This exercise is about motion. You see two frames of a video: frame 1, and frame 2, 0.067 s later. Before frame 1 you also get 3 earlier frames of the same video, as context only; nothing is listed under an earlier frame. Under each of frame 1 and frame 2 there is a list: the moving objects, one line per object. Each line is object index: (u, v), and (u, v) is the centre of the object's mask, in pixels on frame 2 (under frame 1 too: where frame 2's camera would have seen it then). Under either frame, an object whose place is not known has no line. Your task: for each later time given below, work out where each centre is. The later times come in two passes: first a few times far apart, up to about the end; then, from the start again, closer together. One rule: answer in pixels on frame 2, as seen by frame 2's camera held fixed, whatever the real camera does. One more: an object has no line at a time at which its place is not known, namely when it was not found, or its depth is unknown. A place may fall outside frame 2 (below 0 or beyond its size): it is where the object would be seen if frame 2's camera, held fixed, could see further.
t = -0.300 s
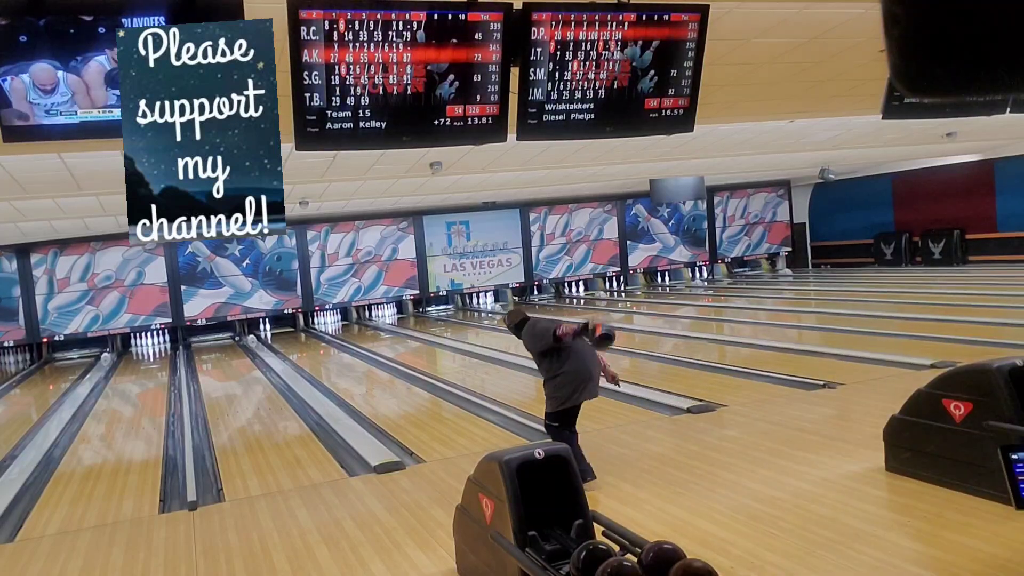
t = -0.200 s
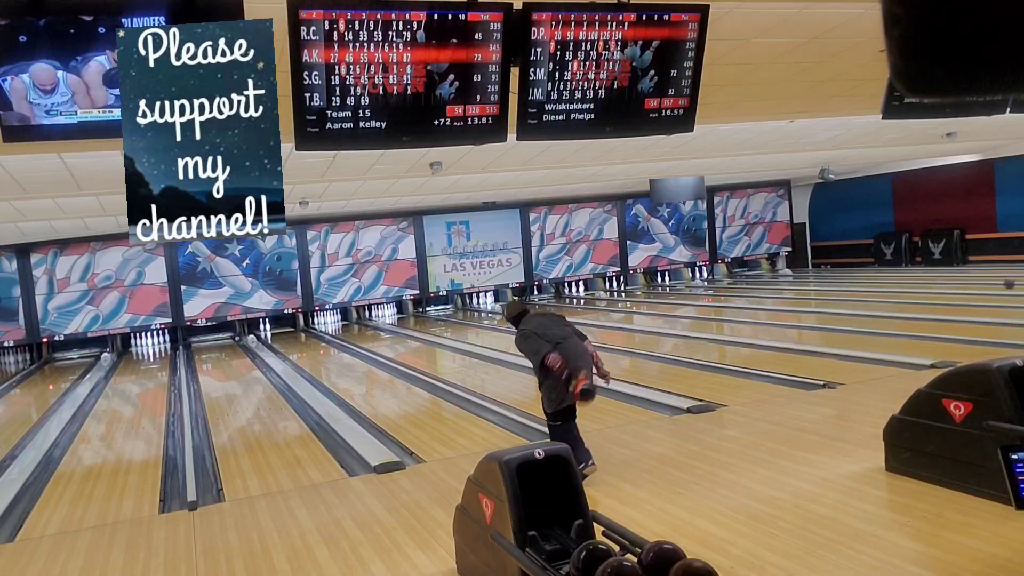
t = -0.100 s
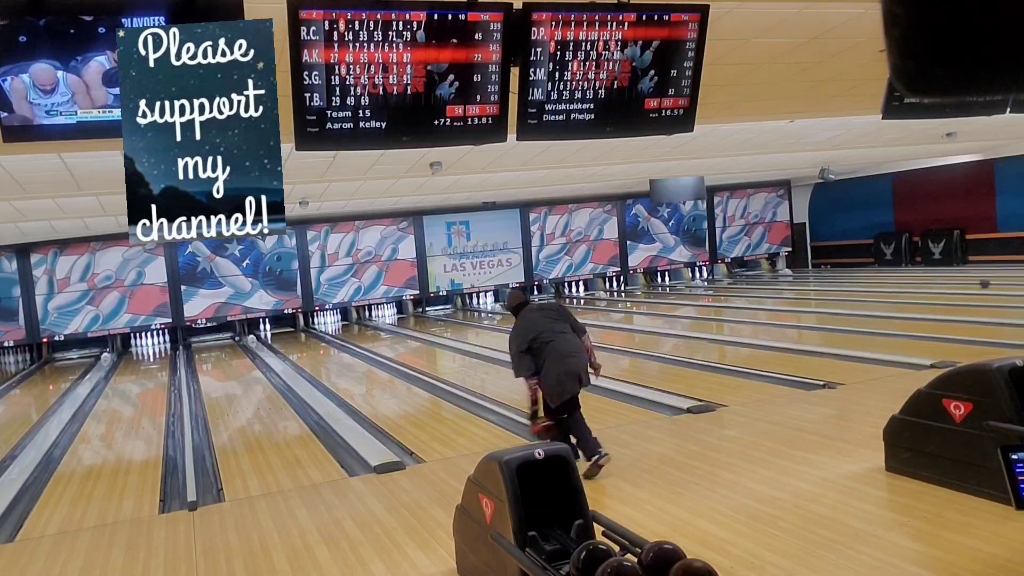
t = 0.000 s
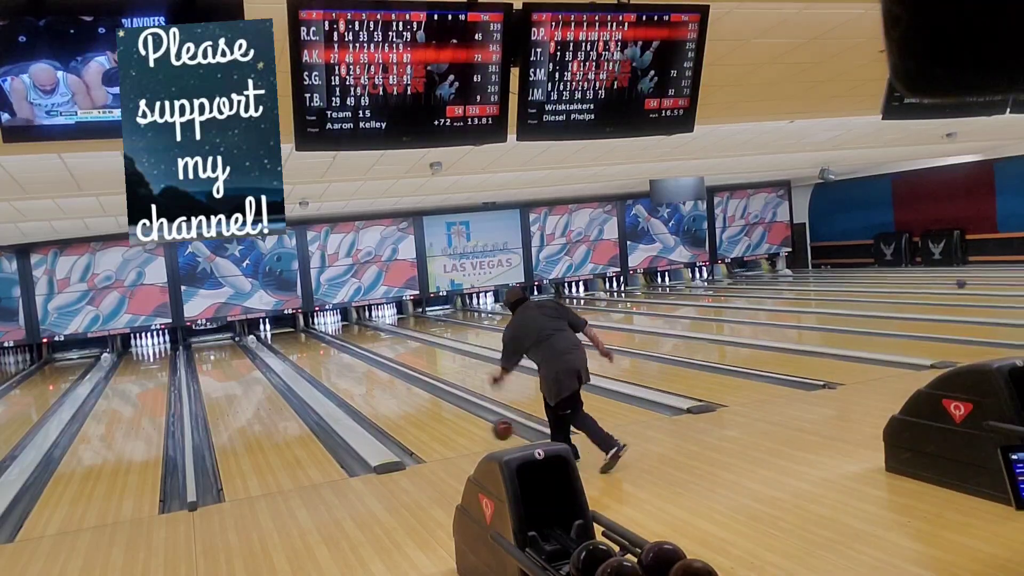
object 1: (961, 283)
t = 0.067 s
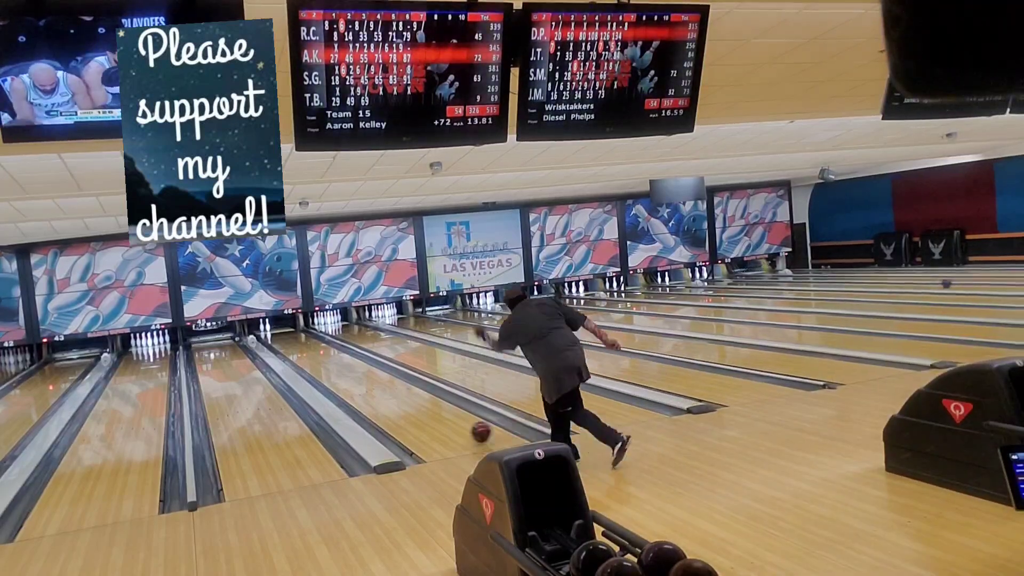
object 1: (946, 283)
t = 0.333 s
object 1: (892, 281)
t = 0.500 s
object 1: (862, 281)
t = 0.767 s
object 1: (820, 281)
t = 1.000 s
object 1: (787, 281)
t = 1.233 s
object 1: (757, 281)
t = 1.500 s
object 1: (728, 280)
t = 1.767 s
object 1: (704, 280)
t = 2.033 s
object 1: (679, 280)
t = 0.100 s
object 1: (939, 282)
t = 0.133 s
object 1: (931, 282)
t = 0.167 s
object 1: (925, 282)
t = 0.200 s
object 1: (918, 282)
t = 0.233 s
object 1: (912, 281)
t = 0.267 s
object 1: (906, 281)
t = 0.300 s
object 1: (899, 282)
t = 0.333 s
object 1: (892, 281)
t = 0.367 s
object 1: (886, 282)
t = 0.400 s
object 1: (880, 281)
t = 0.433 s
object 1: (874, 282)
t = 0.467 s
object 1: (868, 281)
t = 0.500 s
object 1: (862, 281)
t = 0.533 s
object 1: (857, 281)
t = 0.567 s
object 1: (851, 282)
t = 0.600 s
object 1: (846, 281)
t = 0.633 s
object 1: (841, 281)
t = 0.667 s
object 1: (836, 281)
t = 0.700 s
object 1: (830, 281)
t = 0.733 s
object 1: (825, 281)
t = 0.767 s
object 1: (820, 281)
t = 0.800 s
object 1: (815, 281)
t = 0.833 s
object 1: (810, 281)
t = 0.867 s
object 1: (805, 281)
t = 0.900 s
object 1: (801, 281)
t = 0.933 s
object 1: (797, 281)
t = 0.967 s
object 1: (792, 281)
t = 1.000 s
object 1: (787, 281)
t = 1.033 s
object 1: (782, 280)
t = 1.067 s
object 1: (778, 281)
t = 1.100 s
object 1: (774, 281)
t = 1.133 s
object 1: (772, 280)
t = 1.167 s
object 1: (767, 280)
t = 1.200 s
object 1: (762, 281)
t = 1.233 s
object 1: (757, 281)
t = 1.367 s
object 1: (742, 280)
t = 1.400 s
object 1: (738, 280)
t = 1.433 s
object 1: (735, 281)
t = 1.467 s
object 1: (730, 282)
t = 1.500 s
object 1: (728, 280)
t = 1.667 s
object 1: (711, 281)
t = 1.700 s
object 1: (710, 280)
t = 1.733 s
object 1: (706, 281)
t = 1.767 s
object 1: (704, 280)
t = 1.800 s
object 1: (704, 280)
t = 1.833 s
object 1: (703, 280)
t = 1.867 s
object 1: (703, 280)
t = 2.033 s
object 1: (679, 280)
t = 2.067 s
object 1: (677, 280)
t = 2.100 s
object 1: (674, 280)
